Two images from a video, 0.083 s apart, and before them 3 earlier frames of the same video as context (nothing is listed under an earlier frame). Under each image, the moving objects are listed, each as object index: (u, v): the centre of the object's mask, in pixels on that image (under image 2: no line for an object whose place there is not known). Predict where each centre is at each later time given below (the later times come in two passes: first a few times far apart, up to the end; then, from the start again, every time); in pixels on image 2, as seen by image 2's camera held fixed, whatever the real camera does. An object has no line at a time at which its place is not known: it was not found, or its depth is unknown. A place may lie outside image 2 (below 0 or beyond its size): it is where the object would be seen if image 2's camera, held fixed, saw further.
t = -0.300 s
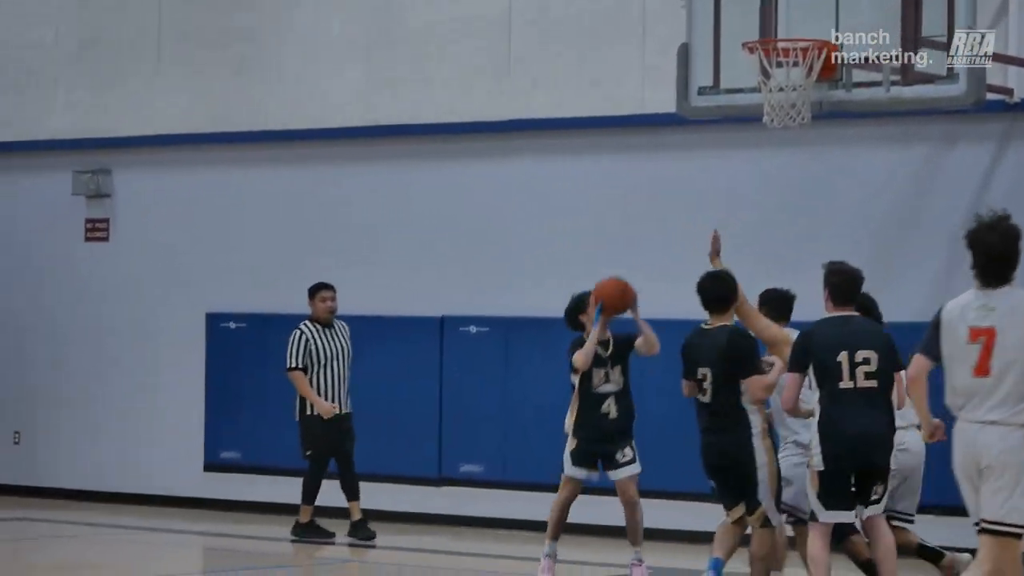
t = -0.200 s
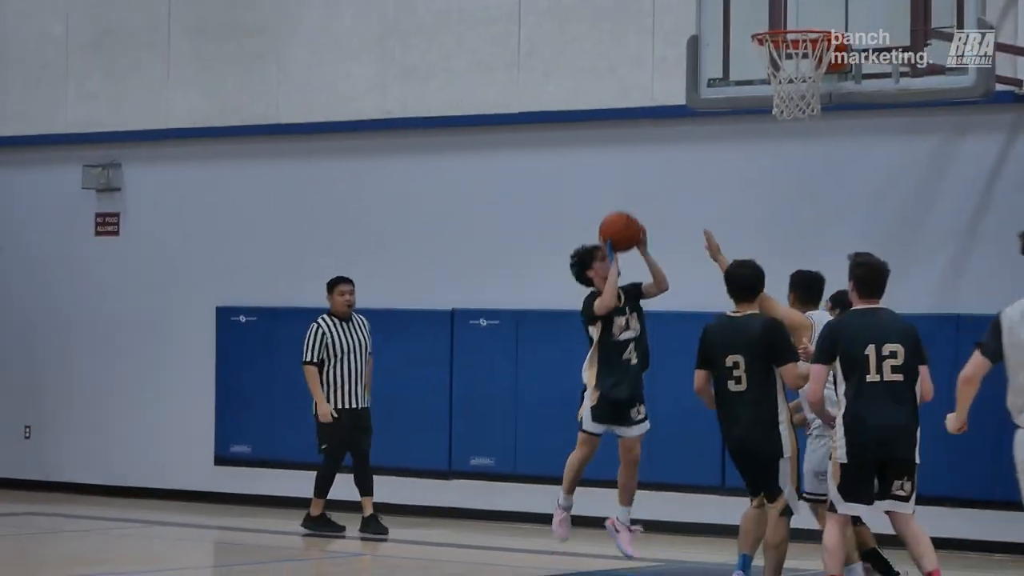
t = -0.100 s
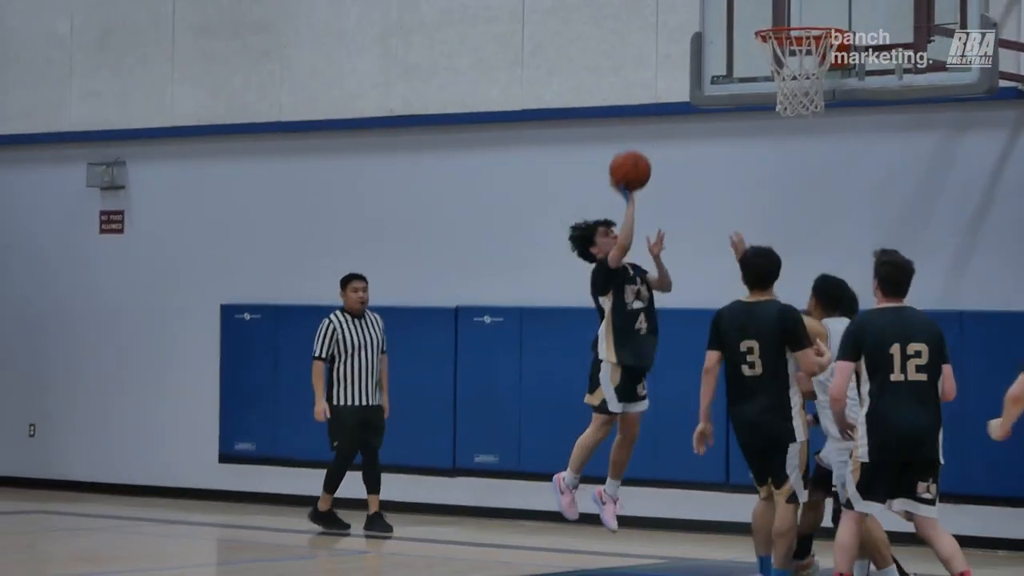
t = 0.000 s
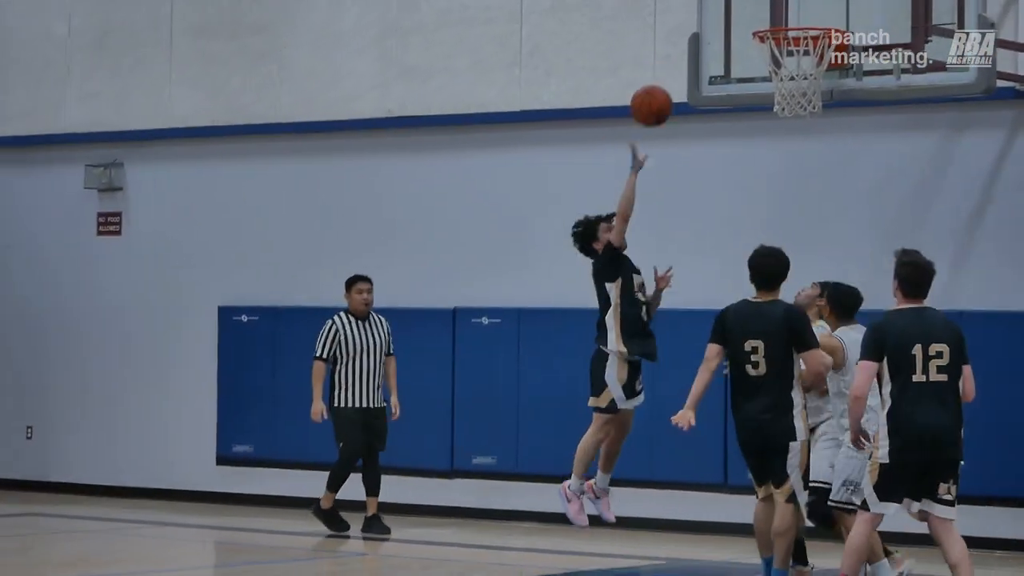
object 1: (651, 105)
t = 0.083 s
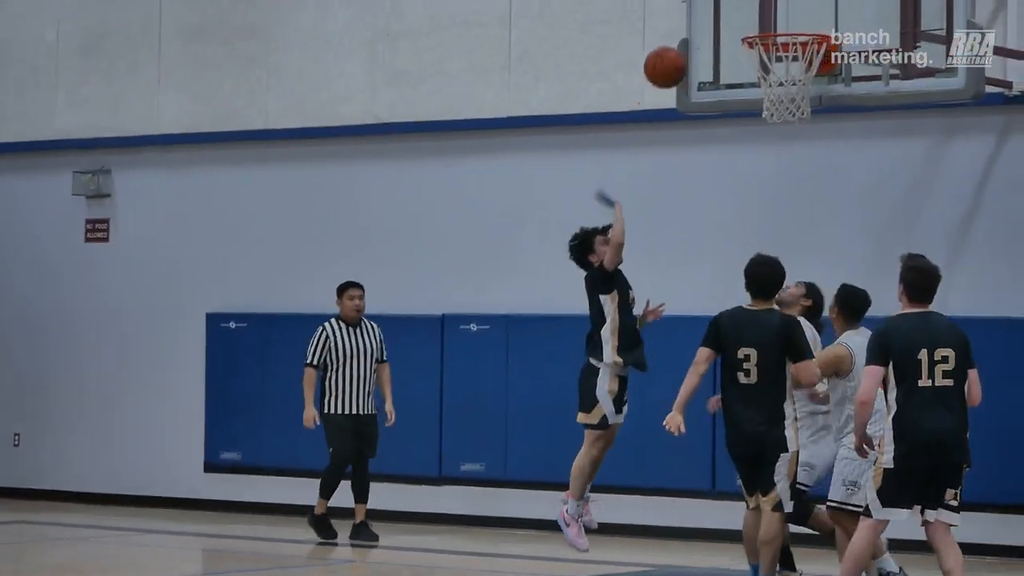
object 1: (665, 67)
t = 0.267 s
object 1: (721, 9)
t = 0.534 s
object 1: (801, 23)
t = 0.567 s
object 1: (796, 30)
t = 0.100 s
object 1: (669, 60)
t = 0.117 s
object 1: (675, 52)
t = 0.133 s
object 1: (680, 46)
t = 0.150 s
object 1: (685, 40)
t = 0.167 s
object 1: (690, 34)
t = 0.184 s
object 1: (695, 29)
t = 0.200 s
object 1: (700, 25)
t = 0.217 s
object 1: (705, 20)
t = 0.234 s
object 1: (710, 16)
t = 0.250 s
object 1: (716, 11)
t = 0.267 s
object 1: (721, 9)
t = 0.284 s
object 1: (726, 6)
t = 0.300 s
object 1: (731, 4)
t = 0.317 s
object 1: (737, 3)
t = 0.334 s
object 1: (742, 3)
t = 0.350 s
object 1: (747, 2)
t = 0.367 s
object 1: (753, 3)
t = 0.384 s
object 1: (757, 4)
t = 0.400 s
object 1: (762, 5)
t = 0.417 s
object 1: (768, 7)
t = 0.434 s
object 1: (773, 8)
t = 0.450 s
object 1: (778, 11)
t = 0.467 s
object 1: (782, 14)
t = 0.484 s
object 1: (786, 16)
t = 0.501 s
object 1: (792, 18)
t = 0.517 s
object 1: (797, 20)
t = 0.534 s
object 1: (801, 23)
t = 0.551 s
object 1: (801, 26)
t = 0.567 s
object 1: (796, 30)
